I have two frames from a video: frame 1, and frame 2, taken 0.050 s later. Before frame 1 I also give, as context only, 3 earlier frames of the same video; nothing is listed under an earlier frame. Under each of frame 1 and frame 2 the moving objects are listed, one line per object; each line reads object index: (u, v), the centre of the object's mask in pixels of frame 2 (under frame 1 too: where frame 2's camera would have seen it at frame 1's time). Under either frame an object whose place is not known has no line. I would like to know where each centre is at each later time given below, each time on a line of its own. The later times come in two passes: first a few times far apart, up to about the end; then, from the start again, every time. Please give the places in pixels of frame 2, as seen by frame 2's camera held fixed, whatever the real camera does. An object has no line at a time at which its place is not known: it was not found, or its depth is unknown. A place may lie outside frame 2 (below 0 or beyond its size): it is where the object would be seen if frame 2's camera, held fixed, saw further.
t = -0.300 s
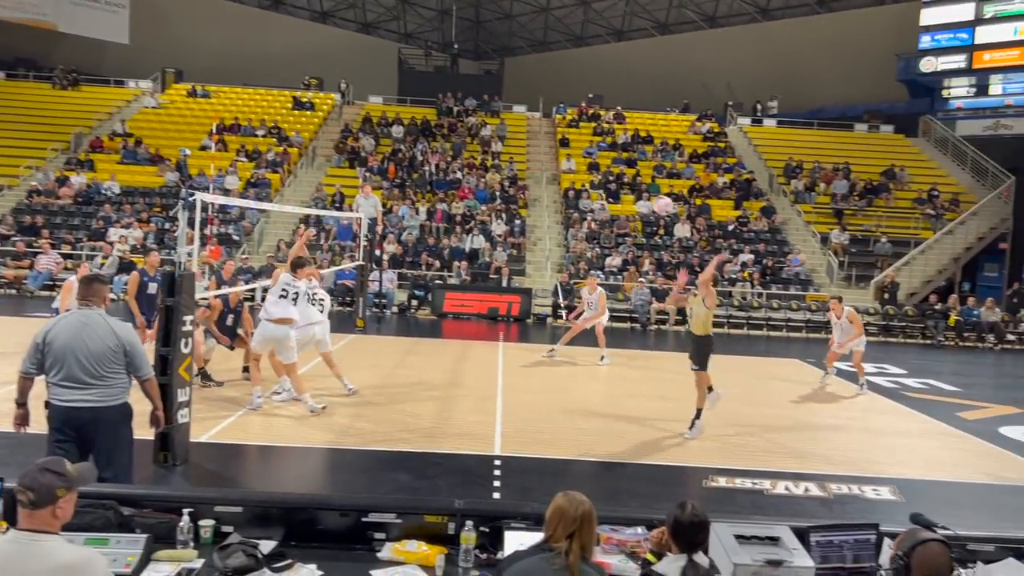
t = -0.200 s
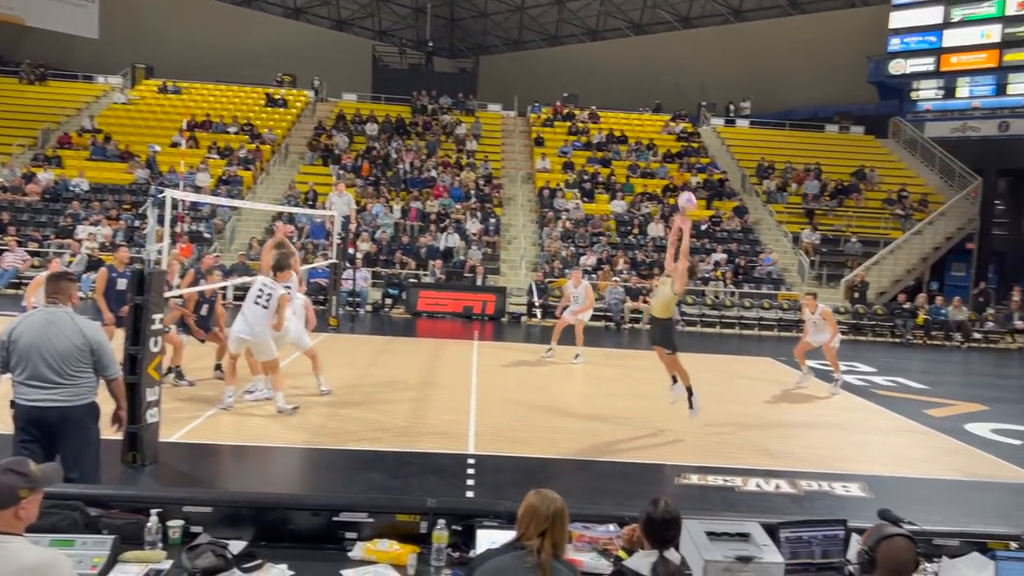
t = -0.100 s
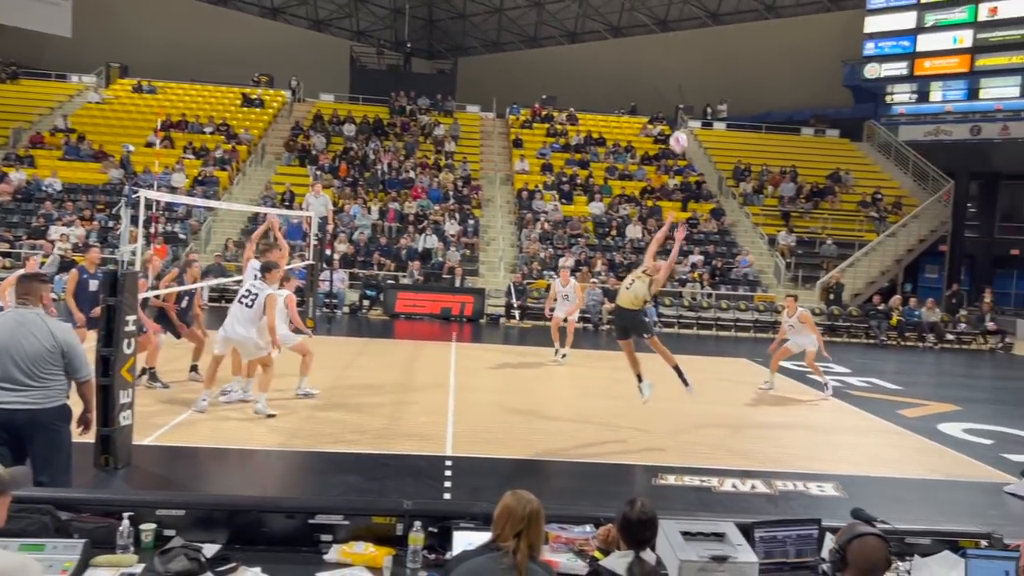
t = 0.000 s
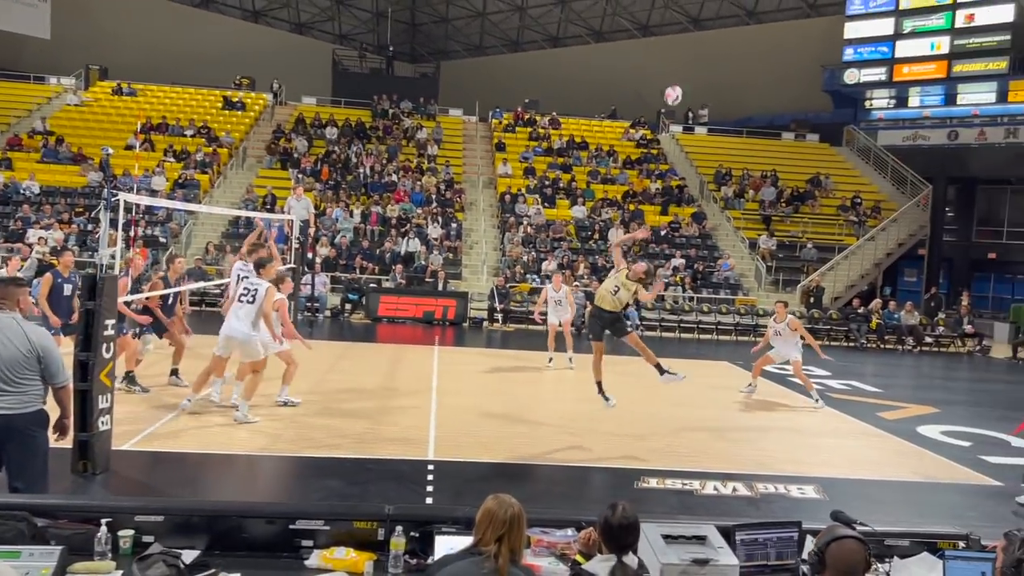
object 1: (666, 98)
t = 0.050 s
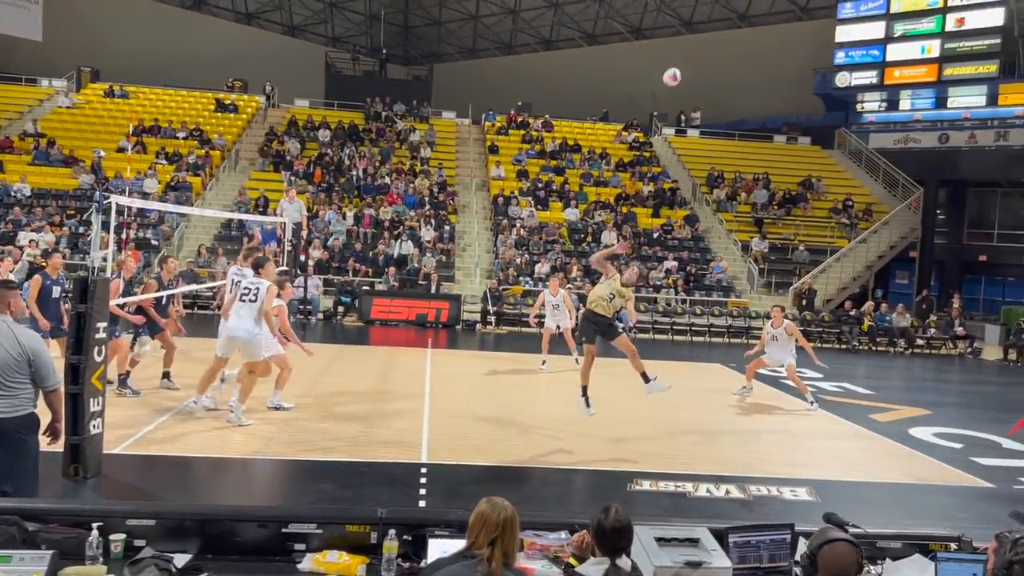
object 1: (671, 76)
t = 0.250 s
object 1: (691, 21)
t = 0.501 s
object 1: (712, -1)
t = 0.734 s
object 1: (727, 19)
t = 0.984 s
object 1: (739, 77)
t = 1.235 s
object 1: (747, 166)
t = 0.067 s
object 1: (673, 70)
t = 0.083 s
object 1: (675, 64)
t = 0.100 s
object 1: (677, 59)
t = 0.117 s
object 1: (678, 53)
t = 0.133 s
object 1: (680, 48)
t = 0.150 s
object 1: (681, 43)
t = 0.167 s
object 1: (683, 39)
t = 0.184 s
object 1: (685, 34)
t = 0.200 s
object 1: (686, 31)
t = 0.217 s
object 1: (688, 27)
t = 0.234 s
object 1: (689, 24)
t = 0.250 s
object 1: (691, 21)
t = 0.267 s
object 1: (692, 18)
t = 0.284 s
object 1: (694, 16)
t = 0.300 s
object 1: (695, 13)
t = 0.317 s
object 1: (697, 11)
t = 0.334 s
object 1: (698, 9)
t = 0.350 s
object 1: (700, 7)
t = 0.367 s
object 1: (701, 5)
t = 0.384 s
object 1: (703, 3)
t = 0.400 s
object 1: (704, 2)
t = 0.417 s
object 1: (705, 1)
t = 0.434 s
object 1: (707, 0)
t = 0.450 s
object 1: (708, 0)
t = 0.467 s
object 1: (709, 0)
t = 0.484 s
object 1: (711, -1)
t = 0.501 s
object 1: (712, -1)
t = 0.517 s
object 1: (713, 0)
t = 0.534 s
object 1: (714, 0)
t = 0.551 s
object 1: (716, 0)
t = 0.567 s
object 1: (716, 1)
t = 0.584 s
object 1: (718, 2)
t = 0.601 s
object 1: (719, 3)
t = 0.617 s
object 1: (720, 4)
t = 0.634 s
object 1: (721, 6)
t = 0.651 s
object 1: (722, 8)
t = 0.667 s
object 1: (723, 10)
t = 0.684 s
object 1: (724, 12)
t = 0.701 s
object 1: (725, 14)
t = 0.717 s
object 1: (726, 16)
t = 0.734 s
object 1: (727, 19)
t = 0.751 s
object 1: (728, 22)
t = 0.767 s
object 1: (729, 25)
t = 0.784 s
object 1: (730, 28)
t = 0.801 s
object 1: (731, 31)
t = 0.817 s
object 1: (732, 34)
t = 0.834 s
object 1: (732, 38)
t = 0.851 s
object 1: (733, 41)
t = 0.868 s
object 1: (734, 46)
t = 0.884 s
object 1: (735, 49)
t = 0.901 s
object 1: (736, 54)
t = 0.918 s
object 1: (736, 58)
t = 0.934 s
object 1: (737, 63)
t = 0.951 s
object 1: (737, 67)
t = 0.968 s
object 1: (738, 72)
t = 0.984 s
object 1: (739, 77)
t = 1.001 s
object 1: (740, 82)
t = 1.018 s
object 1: (740, 87)
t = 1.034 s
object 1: (741, 93)
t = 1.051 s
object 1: (742, 98)
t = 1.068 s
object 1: (742, 104)
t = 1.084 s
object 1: (743, 109)
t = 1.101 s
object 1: (743, 116)
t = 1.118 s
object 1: (744, 121)
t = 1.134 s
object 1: (744, 128)
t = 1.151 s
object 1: (745, 134)
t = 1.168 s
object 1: (745, 139)
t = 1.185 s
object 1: (746, 145)
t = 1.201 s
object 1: (747, 152)
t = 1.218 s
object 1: (747, 160)
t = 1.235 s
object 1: (747, 166)
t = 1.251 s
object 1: (748, 174)
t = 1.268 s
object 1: (748, 181)
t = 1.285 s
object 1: (748, 188)
